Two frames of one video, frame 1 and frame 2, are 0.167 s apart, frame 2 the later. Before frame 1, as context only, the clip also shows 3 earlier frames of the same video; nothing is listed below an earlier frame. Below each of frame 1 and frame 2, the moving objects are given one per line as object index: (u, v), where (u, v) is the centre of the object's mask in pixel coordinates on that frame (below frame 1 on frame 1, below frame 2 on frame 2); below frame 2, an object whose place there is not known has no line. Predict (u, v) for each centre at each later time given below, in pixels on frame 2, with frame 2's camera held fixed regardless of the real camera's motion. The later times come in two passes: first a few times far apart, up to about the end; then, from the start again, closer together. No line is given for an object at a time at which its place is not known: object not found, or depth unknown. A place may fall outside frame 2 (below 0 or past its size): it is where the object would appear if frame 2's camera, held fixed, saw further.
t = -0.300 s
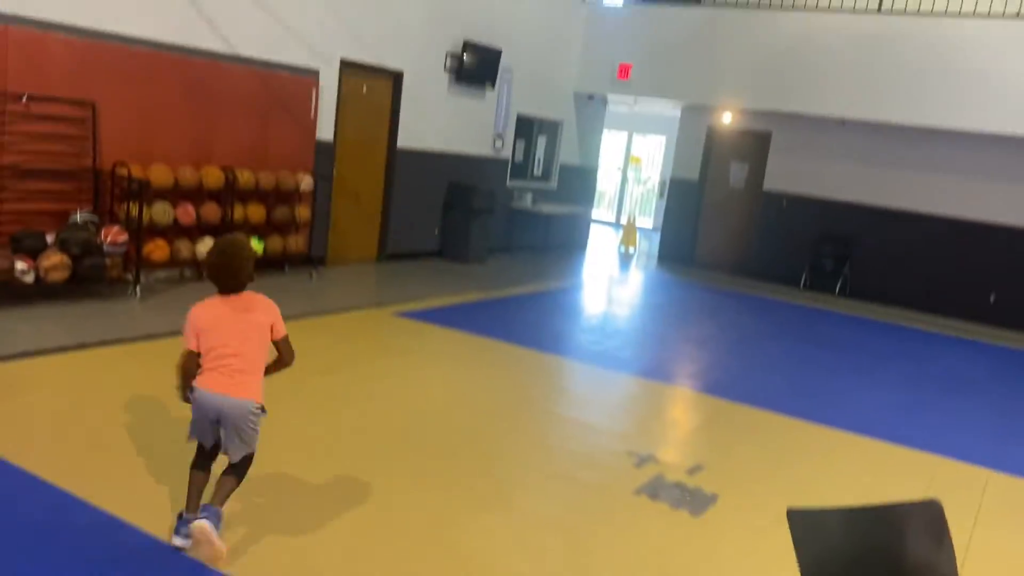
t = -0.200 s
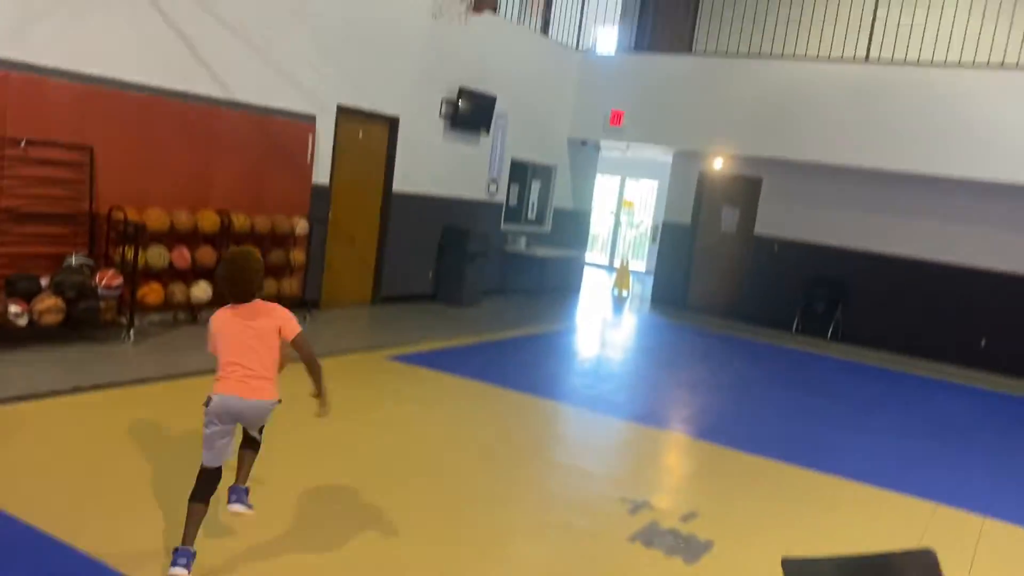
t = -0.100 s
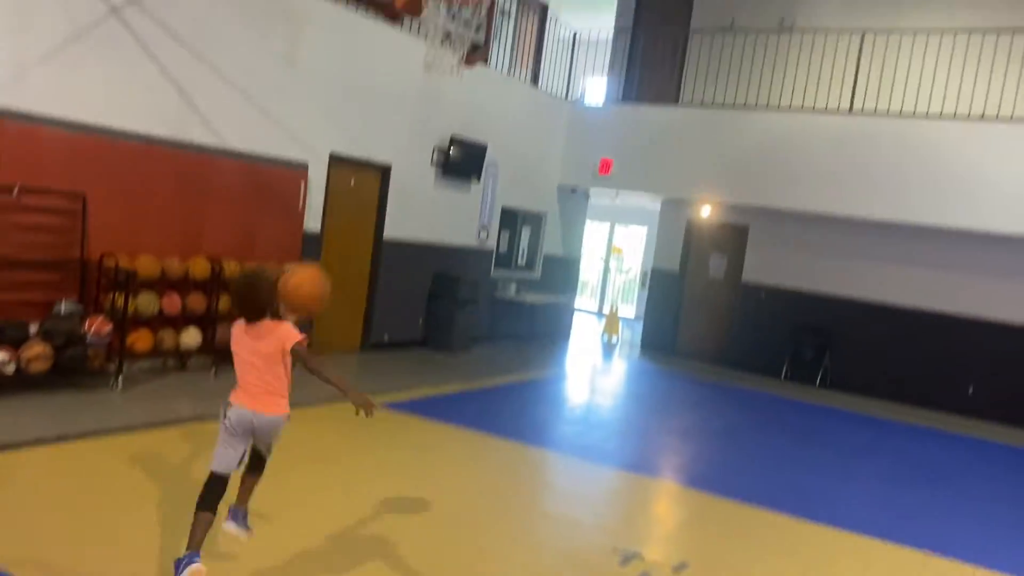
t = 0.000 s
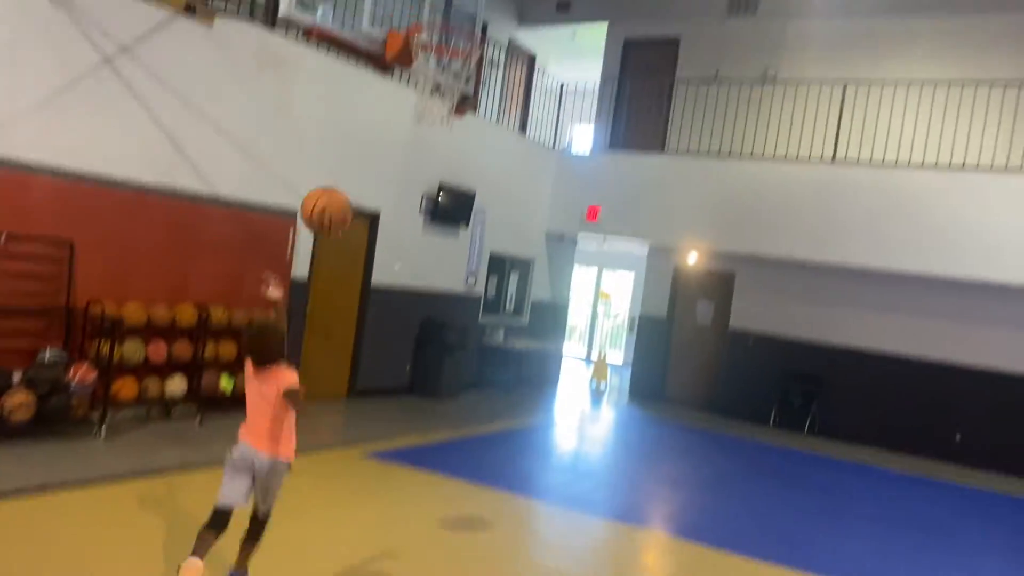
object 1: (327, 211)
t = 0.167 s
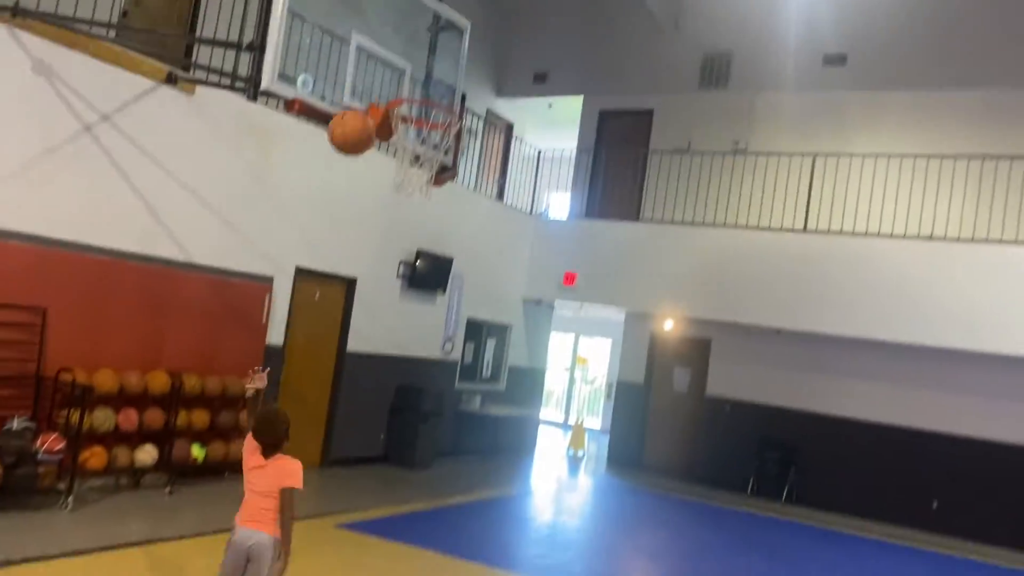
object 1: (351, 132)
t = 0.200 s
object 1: (359, 113)
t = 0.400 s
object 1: (394, 34)
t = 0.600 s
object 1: (417, 32)
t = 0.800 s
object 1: (431, 84)
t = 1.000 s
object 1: (439, 108)
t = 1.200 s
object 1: (414, 110)
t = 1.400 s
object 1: (406, 134)
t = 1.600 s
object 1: (419, 181)
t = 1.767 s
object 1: (424, 255)
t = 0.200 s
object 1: (359, 113)
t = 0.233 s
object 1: (365, 93)
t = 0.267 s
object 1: (372, 76)
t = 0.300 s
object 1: (378, 63)
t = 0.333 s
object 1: (384, 51)
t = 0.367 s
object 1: (389, 41)
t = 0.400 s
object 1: (394, 34)
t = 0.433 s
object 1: (399, 28)
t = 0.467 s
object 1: (404, 26)
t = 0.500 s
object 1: (408, 25)
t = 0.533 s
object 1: (411, 25)
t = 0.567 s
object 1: (414, 28)
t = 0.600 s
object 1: (417, 32)
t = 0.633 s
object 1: (420, 39)
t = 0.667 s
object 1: (422, 47)
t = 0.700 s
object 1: (424, 57)
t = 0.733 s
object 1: (425, 68)
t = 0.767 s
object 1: (426, 80)
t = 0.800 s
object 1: (431, 84)
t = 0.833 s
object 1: (435, 86)
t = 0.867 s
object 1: (440, 89)
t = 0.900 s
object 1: (443, 98)
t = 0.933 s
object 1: (446, 106)
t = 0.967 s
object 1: (444, 108)
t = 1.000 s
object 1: (439, 108)
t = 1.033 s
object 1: (435, 109)
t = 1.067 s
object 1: (430, 111)
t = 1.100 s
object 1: (425, 109)
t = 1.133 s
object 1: (422, 107)
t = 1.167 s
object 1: (418, 107)
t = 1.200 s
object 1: (414, 110)
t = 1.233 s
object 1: (413, 111)
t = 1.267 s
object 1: (412, 114)
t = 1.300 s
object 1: (409, 118)
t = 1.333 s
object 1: (406, 121)
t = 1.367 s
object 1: (406, 128)
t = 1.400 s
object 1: (406, 134)
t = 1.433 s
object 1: (406, 138)
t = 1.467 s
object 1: (408, 149)
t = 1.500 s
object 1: (412, 154)
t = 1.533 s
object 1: (415, 160)
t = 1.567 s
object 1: (415, 169)
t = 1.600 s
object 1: (419, 181)
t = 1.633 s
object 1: (421, 190)
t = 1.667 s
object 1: (422, 203)
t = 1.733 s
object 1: (424, 236)
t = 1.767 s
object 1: (424, 255)
